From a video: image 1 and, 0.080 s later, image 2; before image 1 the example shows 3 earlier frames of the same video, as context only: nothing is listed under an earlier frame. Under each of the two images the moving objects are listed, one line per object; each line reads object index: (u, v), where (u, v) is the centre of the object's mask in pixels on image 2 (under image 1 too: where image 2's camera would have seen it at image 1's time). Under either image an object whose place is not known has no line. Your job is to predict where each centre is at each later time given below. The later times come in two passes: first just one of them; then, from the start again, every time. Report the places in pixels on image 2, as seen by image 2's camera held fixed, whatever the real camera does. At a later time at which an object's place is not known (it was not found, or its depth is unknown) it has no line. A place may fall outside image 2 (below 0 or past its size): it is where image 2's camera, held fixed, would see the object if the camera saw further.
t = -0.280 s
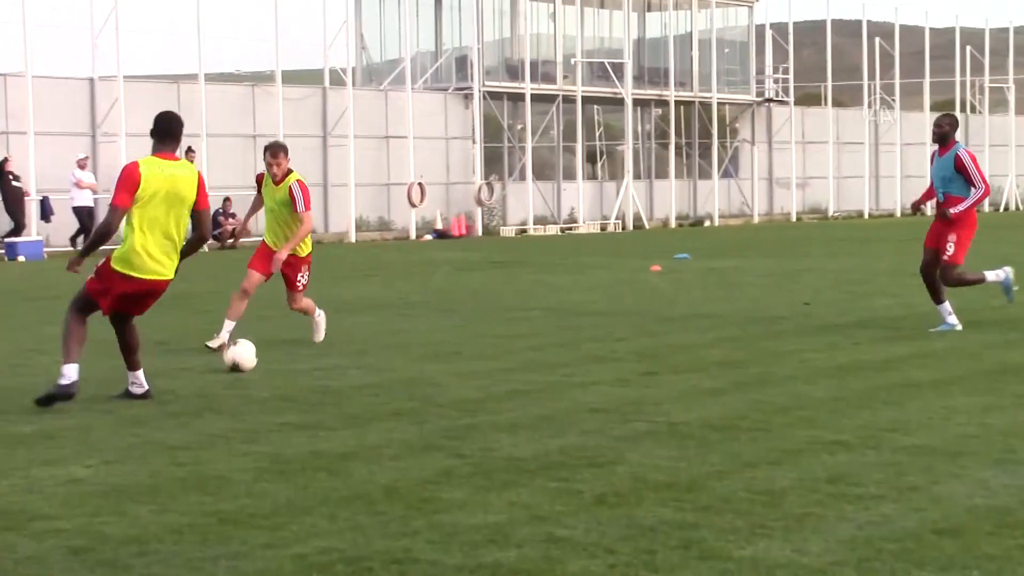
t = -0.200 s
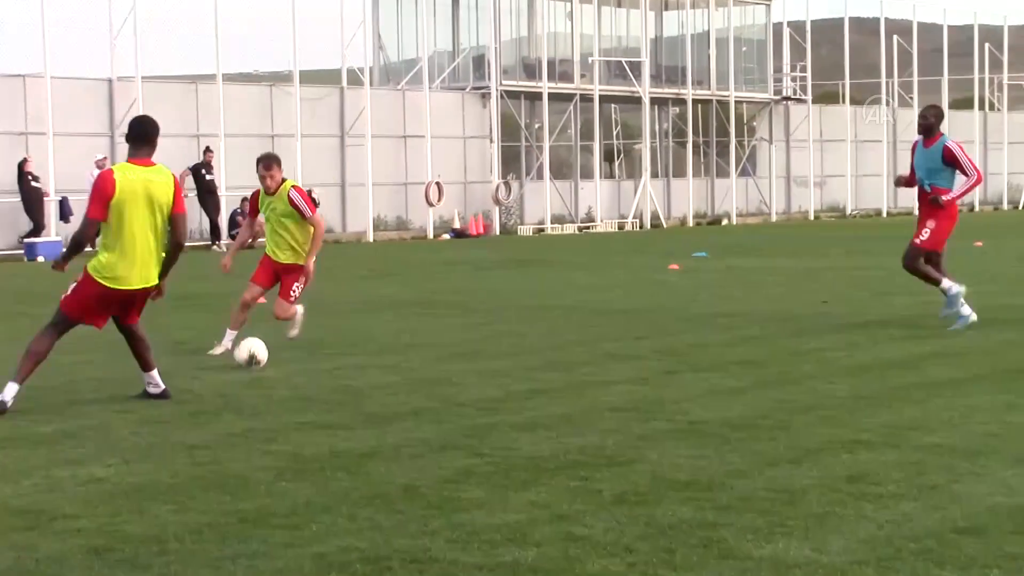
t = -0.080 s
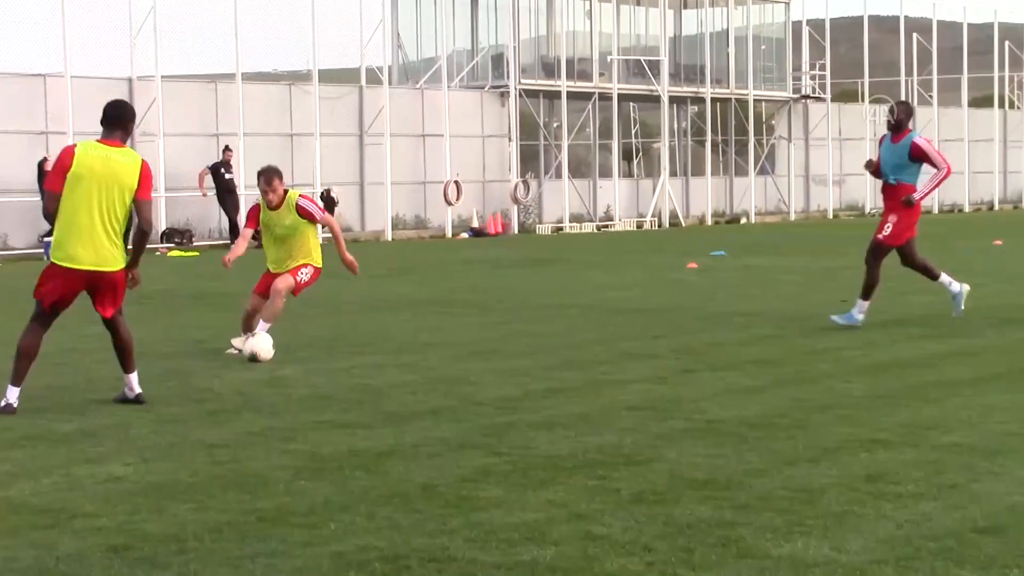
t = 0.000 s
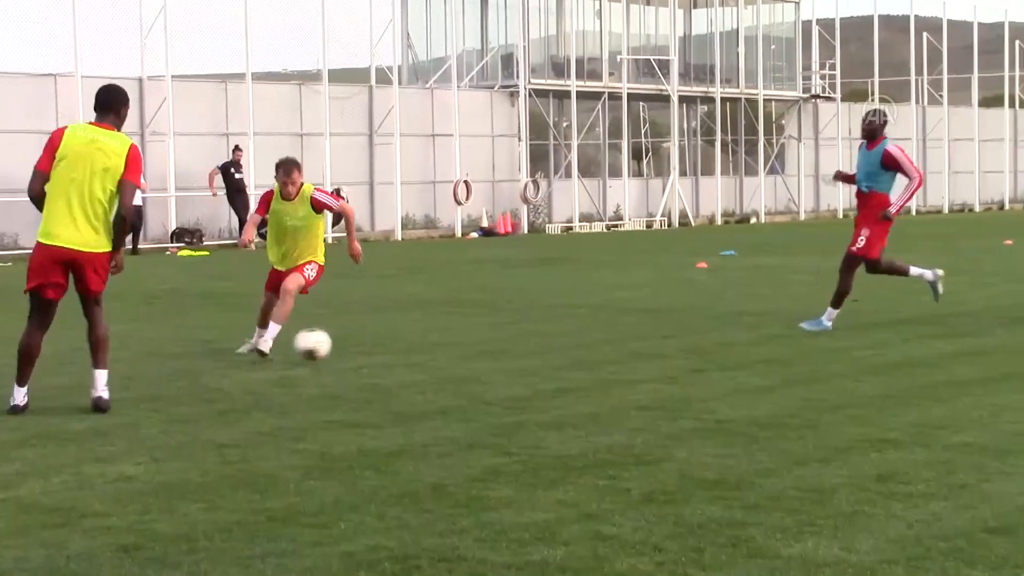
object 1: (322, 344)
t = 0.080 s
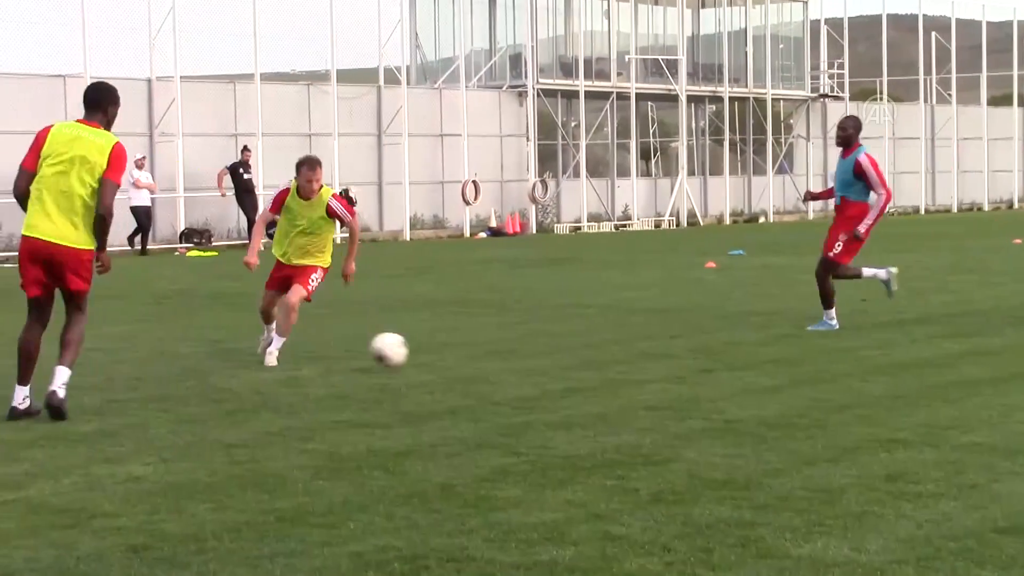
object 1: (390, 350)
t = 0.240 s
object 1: (534, 372)
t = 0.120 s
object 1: (426, 357)
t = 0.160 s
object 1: (464, 365)
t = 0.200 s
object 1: (499, 369)
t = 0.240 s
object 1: (534, 372)
